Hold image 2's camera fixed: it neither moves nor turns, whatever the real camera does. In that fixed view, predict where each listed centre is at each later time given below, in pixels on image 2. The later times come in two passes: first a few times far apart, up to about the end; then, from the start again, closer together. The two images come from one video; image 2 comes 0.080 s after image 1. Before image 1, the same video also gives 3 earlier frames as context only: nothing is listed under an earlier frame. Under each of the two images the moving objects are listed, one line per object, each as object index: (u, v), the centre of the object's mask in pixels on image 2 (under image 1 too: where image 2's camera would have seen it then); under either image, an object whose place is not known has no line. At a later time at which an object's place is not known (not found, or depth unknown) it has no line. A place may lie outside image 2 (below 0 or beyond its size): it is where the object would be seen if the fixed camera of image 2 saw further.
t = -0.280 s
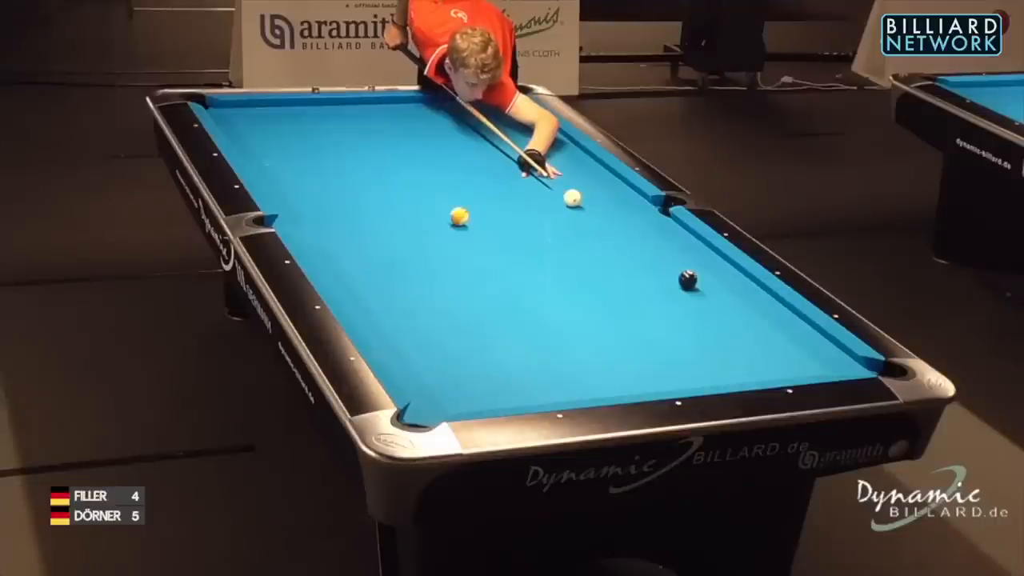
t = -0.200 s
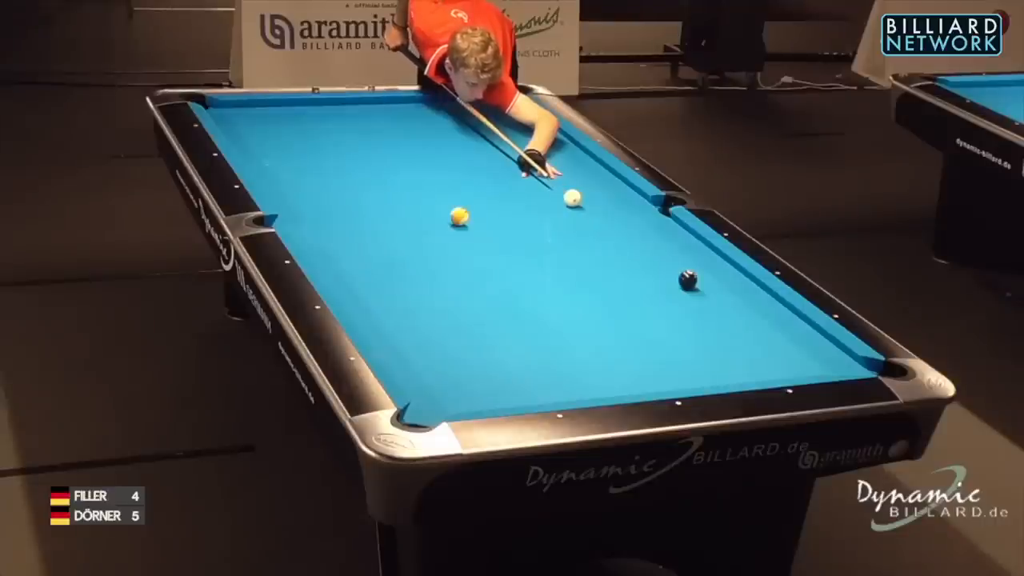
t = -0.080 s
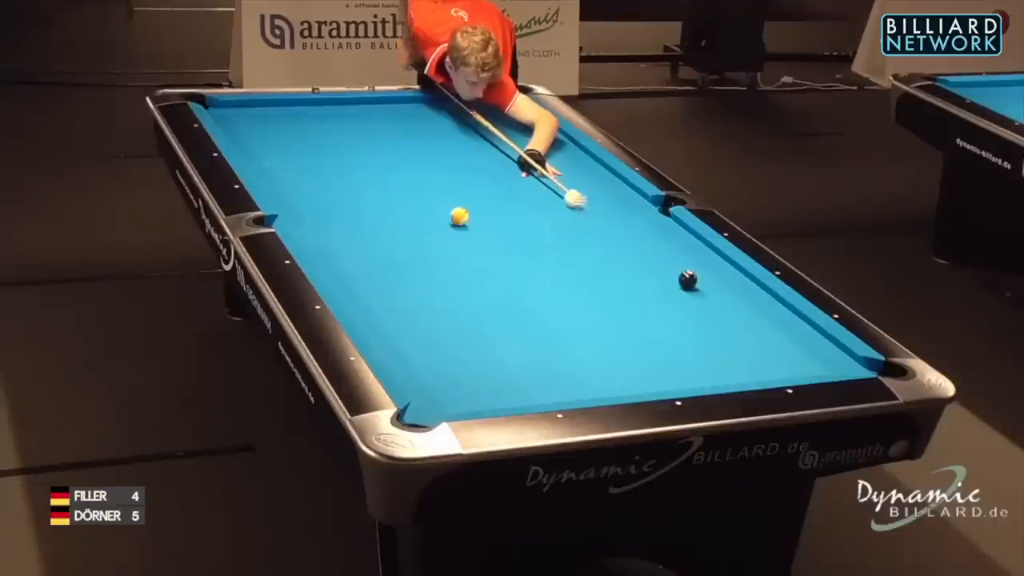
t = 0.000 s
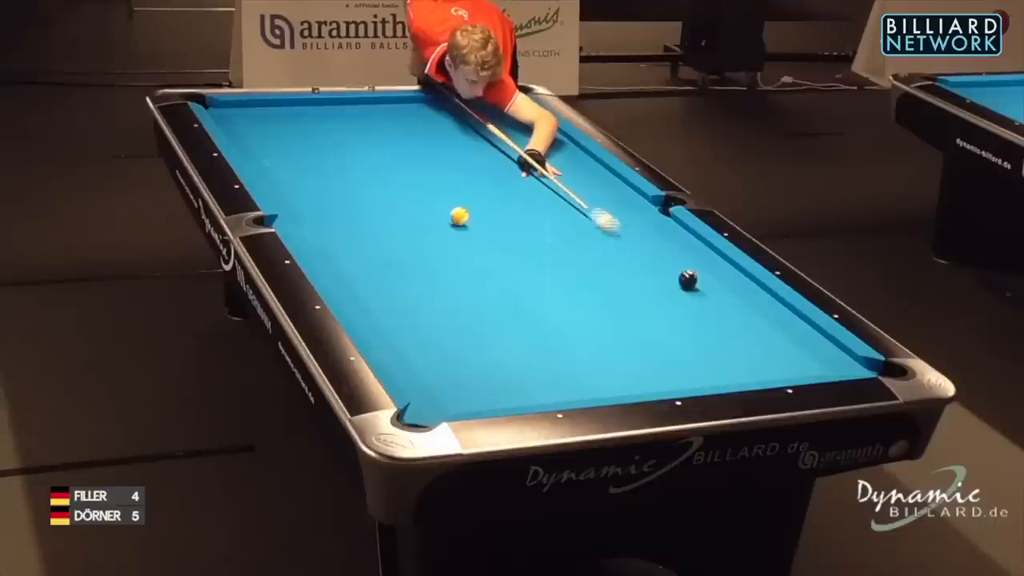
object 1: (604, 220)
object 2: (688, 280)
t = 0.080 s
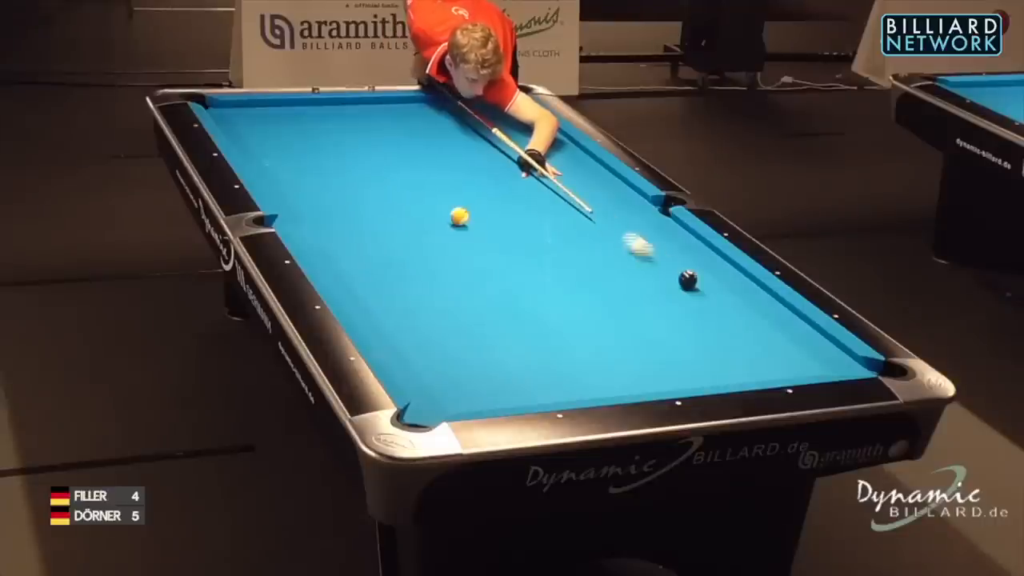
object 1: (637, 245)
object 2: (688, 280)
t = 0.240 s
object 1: (664, 277)
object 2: (736, 304)
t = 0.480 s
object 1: (657, 303)
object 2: (857, 364)
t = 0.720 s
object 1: (660, 336)
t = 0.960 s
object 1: (662, 370)
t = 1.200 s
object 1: (636, 377)
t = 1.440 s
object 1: (585, 359)
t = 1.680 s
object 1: (538, 341)
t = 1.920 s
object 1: (495, 325)
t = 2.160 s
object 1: (454, 309)
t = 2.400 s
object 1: (416, 295)
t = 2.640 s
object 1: (381, 282)
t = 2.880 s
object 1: (348, 270)
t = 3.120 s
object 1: (320, 258)
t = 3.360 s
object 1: (323, 250)
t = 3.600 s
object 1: (329, 243)
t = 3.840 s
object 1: (335, 235)
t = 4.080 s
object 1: (339, 229)
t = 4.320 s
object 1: (344, 223)
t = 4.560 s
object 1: (348, 218)
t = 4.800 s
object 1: (351, 213)
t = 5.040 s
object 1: (354, 209)
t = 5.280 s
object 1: (357, 206)
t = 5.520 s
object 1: (359, 203)
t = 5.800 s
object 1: (361, 200)
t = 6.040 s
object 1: (363, 198)
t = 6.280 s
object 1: (364, 197)
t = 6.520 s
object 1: (364, 196)
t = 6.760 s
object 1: (365, 196)
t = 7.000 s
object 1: (365, 196)
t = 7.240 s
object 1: (365, 196)
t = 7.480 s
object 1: (365, 196)
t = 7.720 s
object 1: (365, 196)
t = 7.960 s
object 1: (365, 196)
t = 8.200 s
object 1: (365, 196)
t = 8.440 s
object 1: (365, 196)
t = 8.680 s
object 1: (365, 196)
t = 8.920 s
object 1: (365, 196)
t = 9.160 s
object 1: (365, 196)
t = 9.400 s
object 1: (365, 196)
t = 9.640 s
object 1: (365, 196)
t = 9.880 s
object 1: (365, 196)
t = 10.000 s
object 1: (365, 196)
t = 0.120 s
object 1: (655, 258)
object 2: (688, 280)
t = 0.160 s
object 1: (669, 269)
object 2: (689, 280)
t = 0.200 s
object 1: (669, 274)
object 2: (712, 293)
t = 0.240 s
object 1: (664, 277)
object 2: (736, 304)
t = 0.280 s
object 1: (660, 280)
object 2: (761, 317)
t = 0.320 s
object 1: (658, 284)
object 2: (783, 327)
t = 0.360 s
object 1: (657, 287)
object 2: (805, 338)
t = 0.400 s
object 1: (657, 293)
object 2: (826, 349)
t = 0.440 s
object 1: (657, 297)
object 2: (845, 358)
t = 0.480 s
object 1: (657, 303)
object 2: (857, 364)
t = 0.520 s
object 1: (658, 308)
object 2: (869, 368)
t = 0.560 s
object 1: (658, 313)
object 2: (872, 366)
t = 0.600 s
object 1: (658, 319)
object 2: (877, 367)
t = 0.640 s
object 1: (659, 325)
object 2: (878, 370)
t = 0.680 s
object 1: (659, 330)
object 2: (882, 373)
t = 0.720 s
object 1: (660, 336)
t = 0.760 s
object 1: (660, 341)
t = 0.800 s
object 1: (661, 347)
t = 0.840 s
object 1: (661, 353)
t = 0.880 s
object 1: (661, 358)
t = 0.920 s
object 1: (662, 364)
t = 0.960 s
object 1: (662, 370)
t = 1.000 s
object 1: (663, 376)
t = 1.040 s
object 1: (663, 381)
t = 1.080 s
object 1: (662, 384)
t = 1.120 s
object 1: (653, 382)
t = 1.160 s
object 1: (645, 381)
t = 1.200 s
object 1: (636, 377)
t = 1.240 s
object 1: (627, 375)
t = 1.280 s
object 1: (618, 371)
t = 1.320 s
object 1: (610, 368)
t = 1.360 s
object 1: (602, 365)
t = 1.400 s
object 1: (594, 362)
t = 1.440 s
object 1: (585, 359)
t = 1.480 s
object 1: (577, 356)
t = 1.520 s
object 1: (569, 353)
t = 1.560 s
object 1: (561, 351)
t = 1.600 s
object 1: (554, 347)
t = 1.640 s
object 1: (546, 345)
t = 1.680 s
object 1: (538, 341)
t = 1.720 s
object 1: (531, 338)
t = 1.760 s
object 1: (524, 335)
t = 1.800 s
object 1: (516, 333)
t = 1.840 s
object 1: (509, 330)
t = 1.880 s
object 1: (502, 328)
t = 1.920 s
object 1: (495, 325)
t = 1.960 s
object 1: (488, 322)
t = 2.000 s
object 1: (481, 320)
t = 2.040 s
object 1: (474, 317)
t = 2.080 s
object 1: (468, 314)
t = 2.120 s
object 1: (461, 312)
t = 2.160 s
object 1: (454, 309)
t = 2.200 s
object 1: (448, 307)
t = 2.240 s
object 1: (441, 304)
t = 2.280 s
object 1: (435, 302)
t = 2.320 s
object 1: (429, 300)
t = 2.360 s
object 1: (423, 297)
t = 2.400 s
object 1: (416, 295)
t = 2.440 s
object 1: (411, 293)
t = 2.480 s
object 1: (404, 291)
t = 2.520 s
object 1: (399, 288)
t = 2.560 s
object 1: (393, 286)
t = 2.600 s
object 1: (387, 284)
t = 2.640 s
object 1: (381, 282)
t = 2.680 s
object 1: (375, 280)
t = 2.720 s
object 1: (370, 278)
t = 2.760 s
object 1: (364, 276)
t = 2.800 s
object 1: (359, 274)
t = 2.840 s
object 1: (354, 272)
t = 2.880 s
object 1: (348, 270)
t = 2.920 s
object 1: (343, 268)
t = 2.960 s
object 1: (337, 266)
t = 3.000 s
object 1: (332, 264)
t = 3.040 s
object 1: (327, 262)
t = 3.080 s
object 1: (323, 260)
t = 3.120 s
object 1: (320, 258)
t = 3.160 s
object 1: (320, 257)
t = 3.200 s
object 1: (321, 255)
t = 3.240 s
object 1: (321, 254)
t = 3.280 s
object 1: (322, 253)
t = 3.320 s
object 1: (323, 251)
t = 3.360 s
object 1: (323, 250)
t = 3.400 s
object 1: (325, 249)
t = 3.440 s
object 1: (326, 247)
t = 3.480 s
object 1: (327, 246)
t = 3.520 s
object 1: (328, 245)
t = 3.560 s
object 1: (328, 244)
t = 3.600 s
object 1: (329, 243)
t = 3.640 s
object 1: (330, 241)
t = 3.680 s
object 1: (331, 240)
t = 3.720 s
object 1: (332, 239)
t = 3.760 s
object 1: (333, 238)
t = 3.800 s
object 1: (334, 236)
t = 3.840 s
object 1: (335, 235)
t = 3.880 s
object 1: (335, 234)
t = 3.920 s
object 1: (336, 233)
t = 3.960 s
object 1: (337, 232)
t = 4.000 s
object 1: (338, 231)
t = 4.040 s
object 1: (338, 230)
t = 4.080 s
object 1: (339, 229)
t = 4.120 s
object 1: (340, 228)
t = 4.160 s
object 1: (341, 227)
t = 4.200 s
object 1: (341, 226)
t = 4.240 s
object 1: (342, 225)
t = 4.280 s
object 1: (343, 224)
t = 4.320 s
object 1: (344, 223)
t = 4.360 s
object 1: (345, 222)
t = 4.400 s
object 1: (345, 221)
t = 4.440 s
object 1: (346, 220)
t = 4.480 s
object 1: (346, 220)
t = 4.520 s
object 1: (347, 219)
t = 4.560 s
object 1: (348, 218)
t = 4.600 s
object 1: (348, 217)
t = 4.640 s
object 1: (349, 216)
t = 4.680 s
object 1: (349, 215)
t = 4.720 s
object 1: (350, 215)
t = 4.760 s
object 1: (351, 214)
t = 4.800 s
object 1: (351, 213)
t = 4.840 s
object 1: (352, 212)
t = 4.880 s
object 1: (352, 212)
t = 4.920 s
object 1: (353, 211)
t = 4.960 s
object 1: (353, 210)
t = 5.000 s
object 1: (354, 210)
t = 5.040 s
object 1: (354, 209)
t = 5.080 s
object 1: (355, 209)
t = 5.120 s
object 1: (355, 208)
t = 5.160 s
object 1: (356, 207)
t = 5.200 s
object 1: (356, 207)
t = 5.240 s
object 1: (357, 206)
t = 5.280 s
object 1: (357, 206)
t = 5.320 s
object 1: (357, 205)
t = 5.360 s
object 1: (358, 205)
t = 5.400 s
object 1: (358, 204)
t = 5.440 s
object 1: (358, 203)
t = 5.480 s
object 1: (359, 203)
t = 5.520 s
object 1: (359, 203)
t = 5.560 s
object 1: (360, 202)
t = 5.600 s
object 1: (360, 202)
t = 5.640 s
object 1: (360, 201)
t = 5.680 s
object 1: (360, 201)
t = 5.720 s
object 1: (361, 201)
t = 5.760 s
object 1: (361, 200)
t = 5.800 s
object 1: (361, 200)
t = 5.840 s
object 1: (361, 200)
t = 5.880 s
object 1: (362, 199)
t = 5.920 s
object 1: (362, 199)
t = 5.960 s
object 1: (362, 199)
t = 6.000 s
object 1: (362, 199)
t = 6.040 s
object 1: (363, 198)
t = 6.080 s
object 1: (363, 198)
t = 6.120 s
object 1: (363, 198)
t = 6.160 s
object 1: (363, 198)
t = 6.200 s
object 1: (363, 197)
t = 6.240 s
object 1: (364, 197)
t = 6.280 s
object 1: (364, 197)
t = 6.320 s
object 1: (364, 197)
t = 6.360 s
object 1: (364, 197)
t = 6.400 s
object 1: (364, 197)
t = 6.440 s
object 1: (364, 196)
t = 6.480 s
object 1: (364, 196)
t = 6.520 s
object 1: (364, 196)
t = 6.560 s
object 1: (364, 196)
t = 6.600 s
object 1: (365, 196)
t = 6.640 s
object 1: (365, 196)
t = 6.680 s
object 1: (365, 196)
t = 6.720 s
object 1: (365, 196)
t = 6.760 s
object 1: (365, 196)
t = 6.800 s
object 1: (365, 196)
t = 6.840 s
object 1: (365, 196)
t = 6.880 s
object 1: (365, 196)
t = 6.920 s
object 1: (365, 196)
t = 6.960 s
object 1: (365, 196)
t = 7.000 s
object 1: (365, 196)
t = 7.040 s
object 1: (365, 196)
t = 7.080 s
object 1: (365, 196)
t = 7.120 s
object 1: (365, 196)
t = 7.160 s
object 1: (365, 196)
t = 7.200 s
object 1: (365, 196)
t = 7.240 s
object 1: (365, 196)
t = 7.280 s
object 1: (365, 196)
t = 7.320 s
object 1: (365, 196)
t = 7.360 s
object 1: (365, 196)
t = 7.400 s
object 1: (365, 196)
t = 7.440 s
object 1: (365, 196)
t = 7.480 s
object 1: (365, 196)
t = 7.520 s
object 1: (365, 196)
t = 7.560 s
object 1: (365, 196)
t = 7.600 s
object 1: (365, 196)
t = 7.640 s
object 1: (365, 196)
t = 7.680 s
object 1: (365, 196)
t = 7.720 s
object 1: (365, 196)
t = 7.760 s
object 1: (365, 196)
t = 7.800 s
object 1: (365, 196)
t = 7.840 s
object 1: (365, 196)
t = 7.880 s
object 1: (365, 196)
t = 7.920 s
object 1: (365, 196)
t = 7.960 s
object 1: (365, 196)
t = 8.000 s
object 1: (365, 196)
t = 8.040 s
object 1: (365, 196)
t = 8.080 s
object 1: (365, 196)
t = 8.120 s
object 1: (365, 196)
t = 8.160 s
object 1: (365, 196)
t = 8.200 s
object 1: (365, 196)
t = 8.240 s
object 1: (365, 196)
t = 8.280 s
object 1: (365, 196)
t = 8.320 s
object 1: (365, 196)
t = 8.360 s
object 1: (365, 196)
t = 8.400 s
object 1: (365, 196)
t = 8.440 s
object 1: (365, 196)
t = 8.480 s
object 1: (365, 196)
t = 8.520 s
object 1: (365, 196)
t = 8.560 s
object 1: (365, 196)
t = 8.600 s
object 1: (365, 196)
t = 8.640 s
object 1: (365, 196)
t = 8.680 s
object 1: (365, 196)
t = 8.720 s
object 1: (365, 196)
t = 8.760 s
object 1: (365, 196)
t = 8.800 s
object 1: (365, 196)
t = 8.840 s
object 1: (365, 196)
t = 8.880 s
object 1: (365, 196)
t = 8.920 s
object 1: (365, 196)
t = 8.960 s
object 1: (365, 196)
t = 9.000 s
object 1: (365, 196)
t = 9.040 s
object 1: (365, 196)
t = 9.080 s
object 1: (365, 196)
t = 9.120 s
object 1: (365, 196)
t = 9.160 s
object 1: (365, 196)
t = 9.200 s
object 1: (365, 196)
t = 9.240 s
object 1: (365, 196)
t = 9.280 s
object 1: (365, 196)
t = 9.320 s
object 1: (365, 196)
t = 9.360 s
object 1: (365, 196)
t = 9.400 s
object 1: (365, 196)
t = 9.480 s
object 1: (365, 196)
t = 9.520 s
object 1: (365, 196)
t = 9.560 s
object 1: (365, 196)
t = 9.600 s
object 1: (365, 196)
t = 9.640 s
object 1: (365, 196)
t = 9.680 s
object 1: (365, 196)
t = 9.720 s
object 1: (365, 196)
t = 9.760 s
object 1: (365, 196)
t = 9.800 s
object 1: (365, 196)
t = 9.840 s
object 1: (365, 196)
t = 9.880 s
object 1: (365, 196)
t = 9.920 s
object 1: (365, 196)
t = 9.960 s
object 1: (365, 196)
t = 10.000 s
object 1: (365, 196)
